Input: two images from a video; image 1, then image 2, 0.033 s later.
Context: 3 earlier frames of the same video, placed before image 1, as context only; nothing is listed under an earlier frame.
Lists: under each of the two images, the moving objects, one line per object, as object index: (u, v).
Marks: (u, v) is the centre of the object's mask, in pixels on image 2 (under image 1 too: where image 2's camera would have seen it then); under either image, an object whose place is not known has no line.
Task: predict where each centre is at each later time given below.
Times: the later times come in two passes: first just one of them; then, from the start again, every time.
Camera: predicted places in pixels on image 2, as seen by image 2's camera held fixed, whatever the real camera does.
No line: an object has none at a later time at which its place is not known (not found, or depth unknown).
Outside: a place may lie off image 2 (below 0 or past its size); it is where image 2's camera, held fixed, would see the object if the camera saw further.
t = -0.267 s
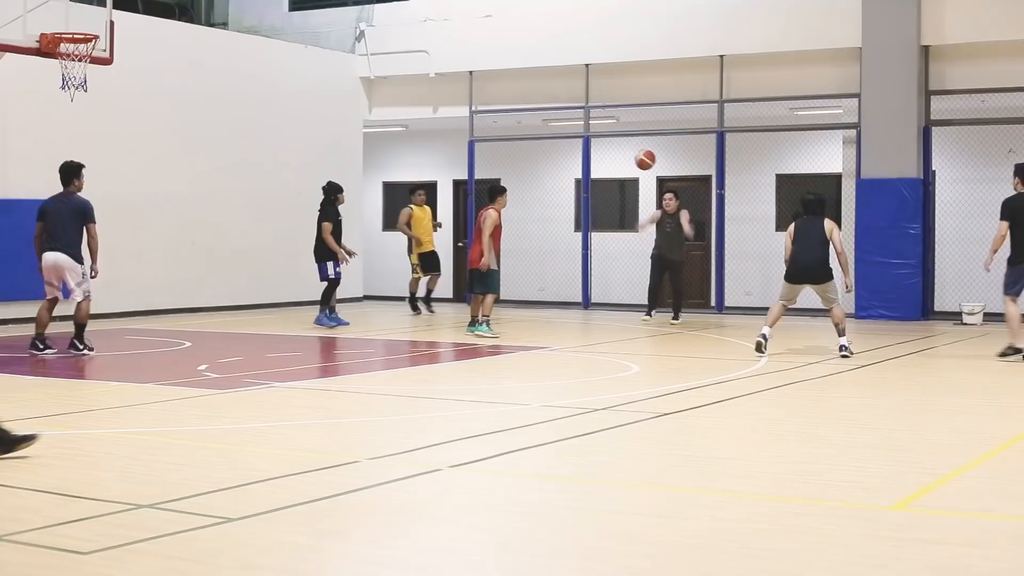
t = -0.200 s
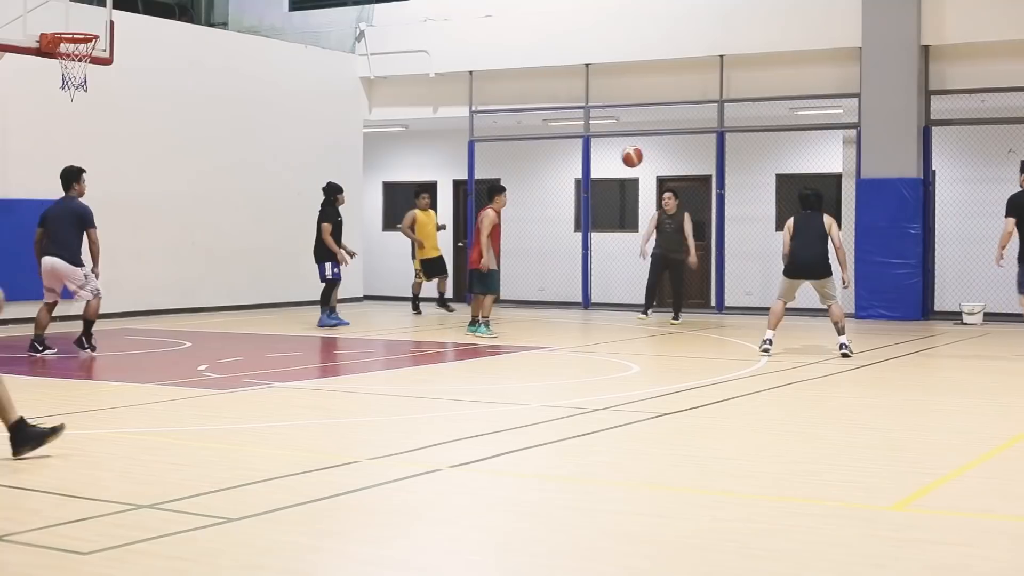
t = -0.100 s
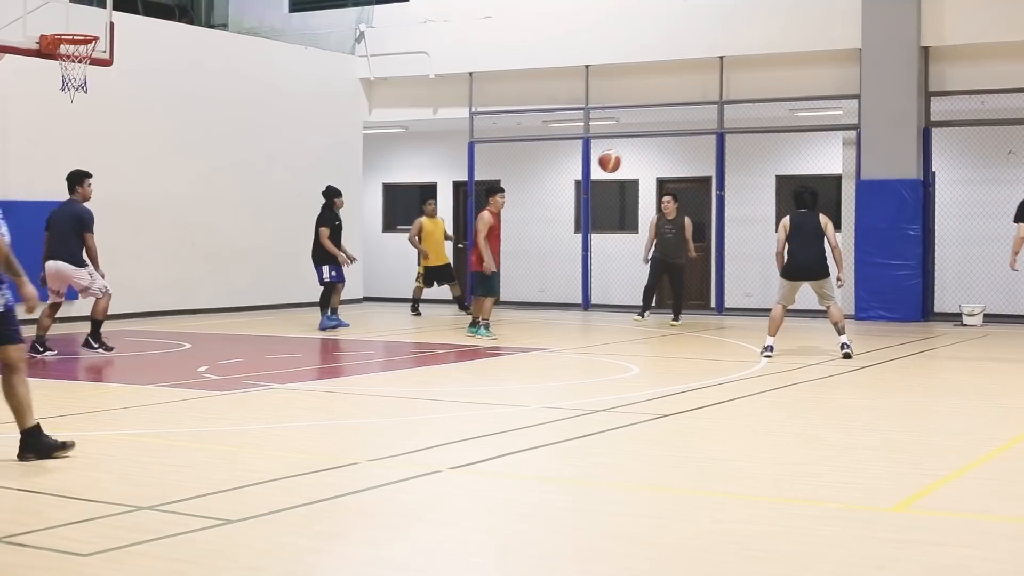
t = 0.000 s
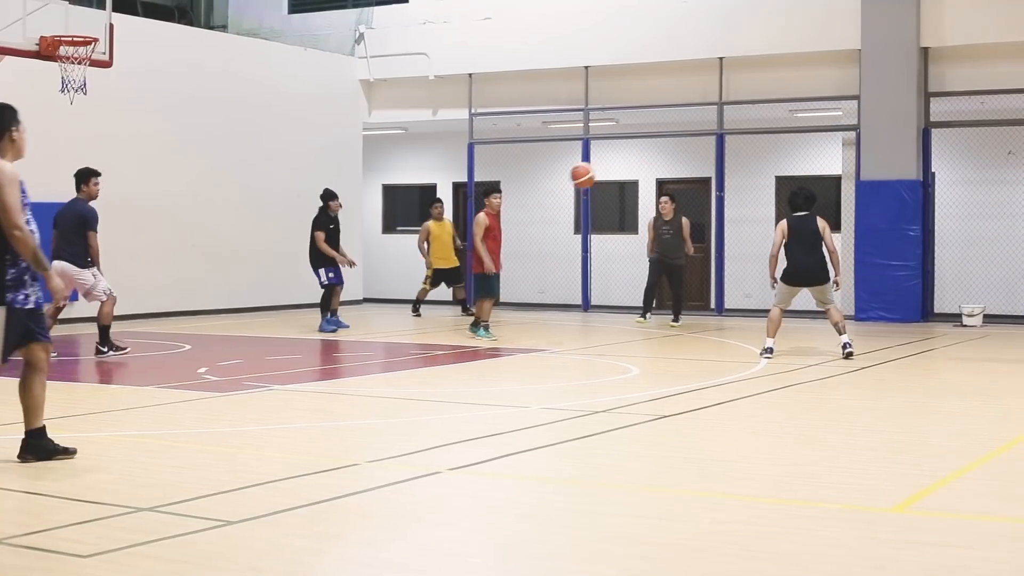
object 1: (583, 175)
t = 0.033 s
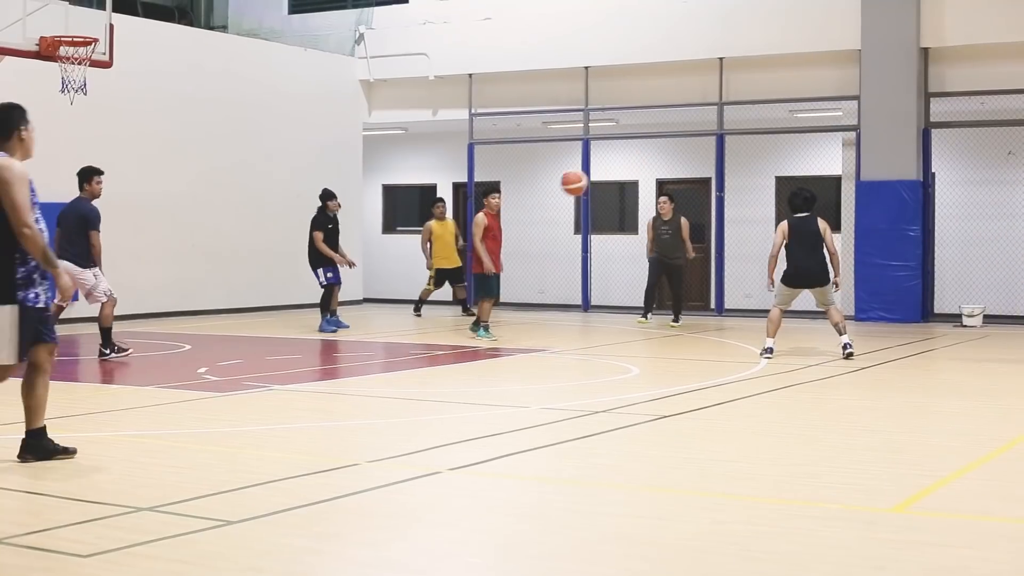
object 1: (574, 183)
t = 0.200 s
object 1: (519, 242)
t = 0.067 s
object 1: (564, 191)
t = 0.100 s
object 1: (553, 201)
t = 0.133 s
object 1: (542, 213)
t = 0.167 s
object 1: (531, 226)
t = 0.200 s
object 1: (519, 242)
